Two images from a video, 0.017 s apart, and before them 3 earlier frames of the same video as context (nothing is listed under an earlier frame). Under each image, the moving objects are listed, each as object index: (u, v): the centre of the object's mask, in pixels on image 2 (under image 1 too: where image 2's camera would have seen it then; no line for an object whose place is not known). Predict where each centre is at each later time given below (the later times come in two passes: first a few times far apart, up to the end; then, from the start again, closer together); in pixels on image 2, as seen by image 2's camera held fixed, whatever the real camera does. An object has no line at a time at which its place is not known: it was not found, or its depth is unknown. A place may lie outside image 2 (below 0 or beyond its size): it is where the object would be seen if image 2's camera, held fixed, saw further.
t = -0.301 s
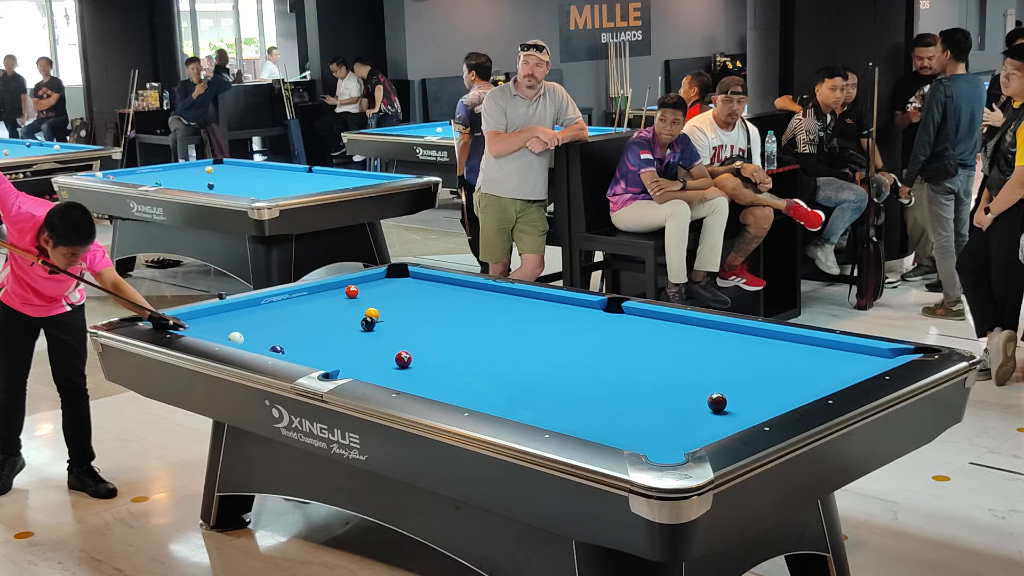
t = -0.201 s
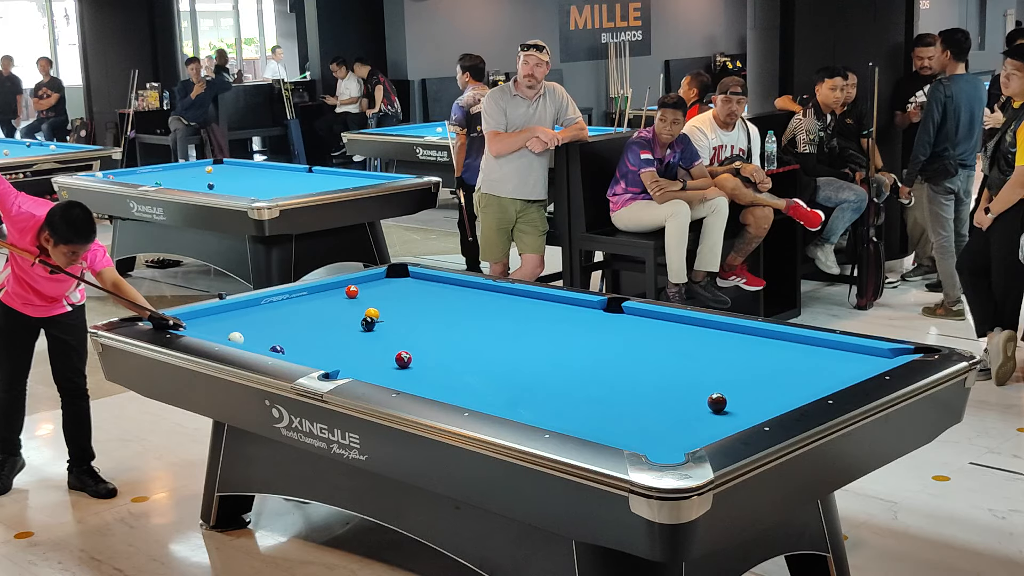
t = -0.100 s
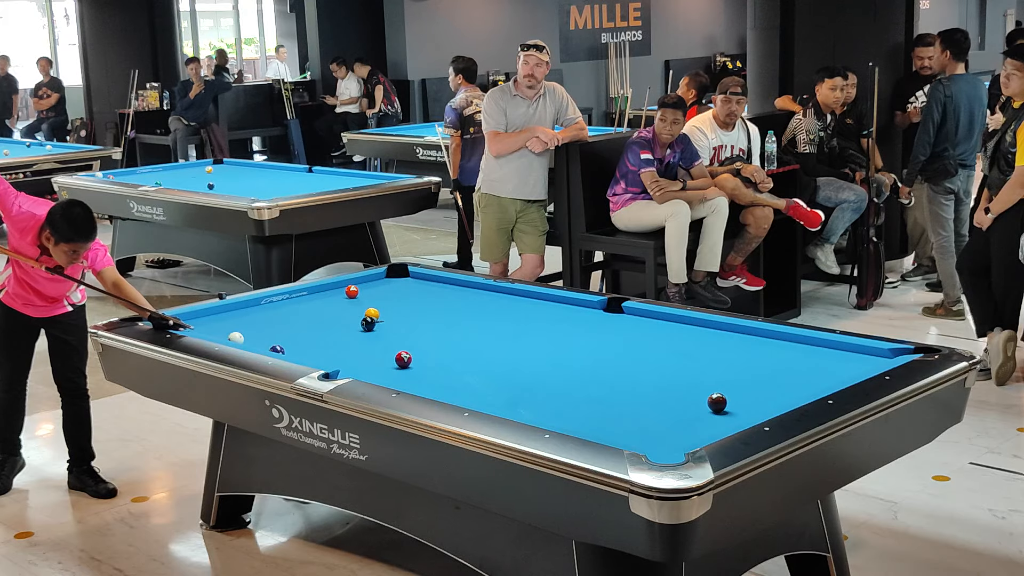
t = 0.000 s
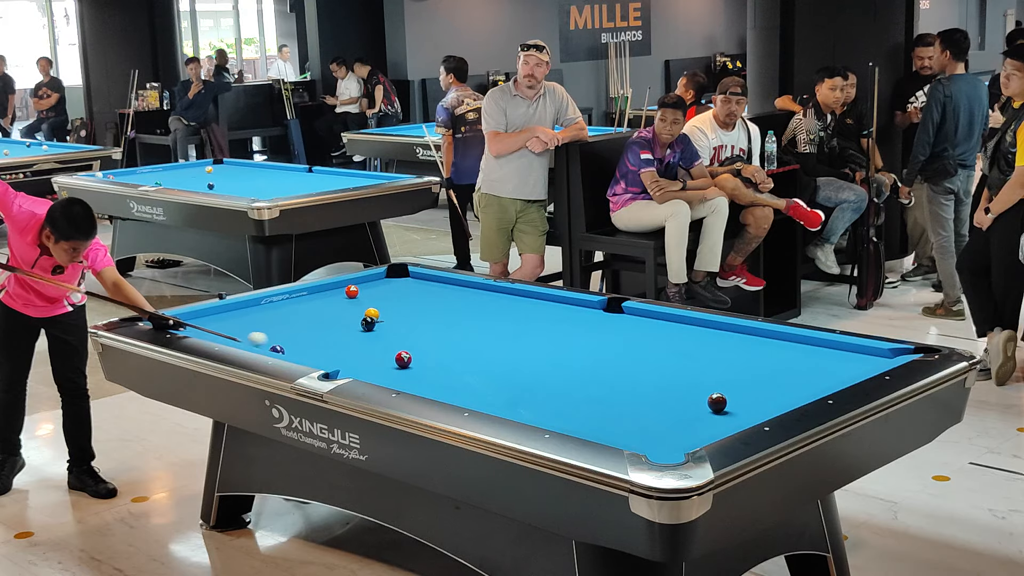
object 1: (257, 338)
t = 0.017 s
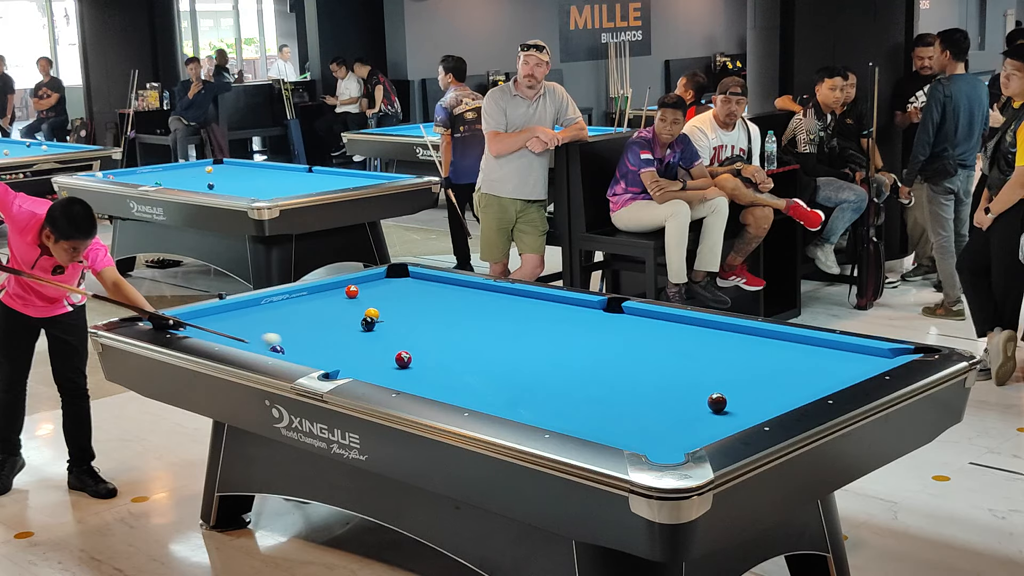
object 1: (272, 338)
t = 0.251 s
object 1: (439, 349)
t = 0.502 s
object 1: (529, 335)
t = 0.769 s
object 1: (610, 322)
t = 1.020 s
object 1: (643, 318)
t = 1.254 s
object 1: (621, 325)
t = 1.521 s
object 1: (596, 333)
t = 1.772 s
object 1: (574, 340)
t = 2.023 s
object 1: (551, 343)
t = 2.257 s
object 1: (534, 341)
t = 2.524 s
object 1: (515, 335)
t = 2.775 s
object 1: (500, 331)
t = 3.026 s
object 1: (486, 326)
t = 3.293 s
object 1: (473, 322)
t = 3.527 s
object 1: (463, 318)
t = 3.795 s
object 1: (452, 315)
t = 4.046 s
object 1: (443, 312)
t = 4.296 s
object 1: (435, 309)
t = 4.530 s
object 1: (427, 307)
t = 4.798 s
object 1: (420, 305)
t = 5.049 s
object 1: (415, 303)
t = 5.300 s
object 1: (410, 302)
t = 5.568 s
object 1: (406, 301)
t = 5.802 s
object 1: (402, 300)
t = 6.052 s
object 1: (399, 299)
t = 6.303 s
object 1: (397, 299)
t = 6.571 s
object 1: (395, 298)
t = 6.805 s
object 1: (395, 298)
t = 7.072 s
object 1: (395, 299)
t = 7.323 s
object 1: (396, 299)
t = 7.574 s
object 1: (396, 299)
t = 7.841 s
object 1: (396, 299)
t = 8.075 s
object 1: (396, 298)
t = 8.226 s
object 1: (397, 298)
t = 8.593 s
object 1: (396, 298)
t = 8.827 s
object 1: (396, 299)
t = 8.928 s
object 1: (396, 299)
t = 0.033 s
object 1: (286, 340)
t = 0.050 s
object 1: (300, 343)
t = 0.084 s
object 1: (329, 346)
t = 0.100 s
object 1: (343, 349)
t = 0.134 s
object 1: (372, 351)
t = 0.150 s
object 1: (386, 353)
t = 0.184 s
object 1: (407, 350)
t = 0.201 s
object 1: (416, 351)
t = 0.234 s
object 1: (432, 350)
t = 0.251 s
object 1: (439, 349)
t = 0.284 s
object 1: (454, 347)
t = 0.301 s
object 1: (460, 346)
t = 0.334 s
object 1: (473, 344)
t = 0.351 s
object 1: (479, 343)
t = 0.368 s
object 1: (485, 342)
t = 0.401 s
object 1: (496, 340)
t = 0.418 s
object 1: (502, 340)
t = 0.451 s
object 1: (513, 338)
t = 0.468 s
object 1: (518, 337)
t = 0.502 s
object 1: (529, 335)
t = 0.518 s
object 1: (534, 334)
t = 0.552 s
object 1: (544, 333)
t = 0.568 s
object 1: (550, 332)
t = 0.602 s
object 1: (560, 330)
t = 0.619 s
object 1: (565, 329)
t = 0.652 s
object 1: (575, 328)
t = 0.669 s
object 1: (580, 327)
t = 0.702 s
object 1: (590, 325)
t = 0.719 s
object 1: (595, 324)
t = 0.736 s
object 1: (600, 323)
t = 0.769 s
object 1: (610, 322)
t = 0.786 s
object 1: (615, 321)
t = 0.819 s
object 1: (624, 320)
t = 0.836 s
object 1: (629, 319)
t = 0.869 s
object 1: (639, 317)
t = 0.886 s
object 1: (643, 316)
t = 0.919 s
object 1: (653, 315)
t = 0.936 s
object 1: (652, 315)
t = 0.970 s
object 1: (648, 317)
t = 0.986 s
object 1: (646, 317)
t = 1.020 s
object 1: (643, 318)
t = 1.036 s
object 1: (641, 319)
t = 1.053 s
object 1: (639, 319)
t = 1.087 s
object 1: (636, 320)
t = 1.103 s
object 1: (635, 321)
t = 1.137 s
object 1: (632, 322)
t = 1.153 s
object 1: (630, 322)
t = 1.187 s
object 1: (627, 323)
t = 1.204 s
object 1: (625, 324)
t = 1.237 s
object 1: (622, 325)
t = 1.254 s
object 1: (621, 325)
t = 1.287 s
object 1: (618, 326)
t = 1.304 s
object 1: (616, 327)
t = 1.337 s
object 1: (613, 328)
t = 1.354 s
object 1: (611, 328)
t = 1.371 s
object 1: (610, 329)
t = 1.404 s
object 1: (607, 330)
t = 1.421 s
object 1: (605, 330)
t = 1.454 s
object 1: (602, 331)
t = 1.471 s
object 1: (601, 332)
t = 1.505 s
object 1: (597, 333)
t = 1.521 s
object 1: (596, 333)
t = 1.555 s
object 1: (593, 334)
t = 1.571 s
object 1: (592, 335)
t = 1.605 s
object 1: (589, 335)
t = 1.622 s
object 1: (587, 336)
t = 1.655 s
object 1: (584, 337)
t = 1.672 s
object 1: (582, 338)
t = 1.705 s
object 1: (579, 338)
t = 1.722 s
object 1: (578, 339)
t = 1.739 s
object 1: (577, 339)
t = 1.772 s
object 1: (574, 340)
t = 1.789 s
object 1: (572, 341)
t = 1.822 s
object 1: (569, 342)
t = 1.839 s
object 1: (567, 342)
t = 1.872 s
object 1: (564, 343)
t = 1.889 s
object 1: (563, 344)
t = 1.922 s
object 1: (560, 344)
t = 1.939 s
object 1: (559, 344)
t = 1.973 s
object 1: (555, 343)
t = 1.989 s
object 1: (554, 343)
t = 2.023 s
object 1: (551, 343)
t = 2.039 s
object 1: (549, 343)
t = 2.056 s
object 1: (548, 343)
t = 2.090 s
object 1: (546, 343)
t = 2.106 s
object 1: (545, 342)
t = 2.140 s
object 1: (543, 342)
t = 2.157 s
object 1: (541, 342)
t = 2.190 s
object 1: (539, 341)
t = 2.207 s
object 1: (538, 341)
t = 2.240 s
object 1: (535, 341)
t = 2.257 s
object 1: (534, 341)
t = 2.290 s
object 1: (531, 340)
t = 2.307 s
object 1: (530, 340)
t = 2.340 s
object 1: (527, 339)
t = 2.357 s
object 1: (526, 339)
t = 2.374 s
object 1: (525, 339)
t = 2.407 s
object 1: (522, 338)
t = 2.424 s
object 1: (521, 338)
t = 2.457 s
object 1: (519, 337)
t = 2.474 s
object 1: (518, 336)
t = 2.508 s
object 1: (516, 336)
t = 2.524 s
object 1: (515, 335)
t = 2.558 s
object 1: (513, 335)
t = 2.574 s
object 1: (512, 334)
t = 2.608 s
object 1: (510, 334)
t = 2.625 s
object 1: (509, 334)
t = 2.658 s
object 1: (507, 333)
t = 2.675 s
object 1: (506, 333)
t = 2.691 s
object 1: (505, 332)
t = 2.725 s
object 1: (503, 332)
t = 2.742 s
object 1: (502, 331)
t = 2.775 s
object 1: (500, 331)
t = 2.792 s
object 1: (499, 330)
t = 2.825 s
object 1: (497, 330)
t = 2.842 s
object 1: (496, 329)
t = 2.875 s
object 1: (494, 329)
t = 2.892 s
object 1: (494, 328)
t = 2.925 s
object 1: (492, 328)
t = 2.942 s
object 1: (491, 327)
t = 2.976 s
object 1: (489, 327)
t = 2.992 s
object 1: (488, 327)
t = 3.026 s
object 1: (486, 326)
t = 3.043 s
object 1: (486, 326)
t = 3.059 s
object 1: (485, 325)
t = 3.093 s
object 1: (483, 325)
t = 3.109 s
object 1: (482, 325)
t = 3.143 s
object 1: (481, 324)
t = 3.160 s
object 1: (480, 324)
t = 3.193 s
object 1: (478, 323)
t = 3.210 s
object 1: (477, 323)
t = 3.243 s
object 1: (476, 323)
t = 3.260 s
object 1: (475, 322)
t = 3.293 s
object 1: (473, 322)
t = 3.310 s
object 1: (472, 322)
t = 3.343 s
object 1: (471, 321)
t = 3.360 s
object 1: (470, 321)
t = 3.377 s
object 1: (469, 321)
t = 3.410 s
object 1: (468, 320)
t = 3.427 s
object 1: (467, 320)
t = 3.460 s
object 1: (466, 319)
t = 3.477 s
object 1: (465, 319)
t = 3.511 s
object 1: (464, 319)
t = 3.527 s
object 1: (463, 318)
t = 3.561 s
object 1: (461, 318)
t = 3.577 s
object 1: (461, 318)
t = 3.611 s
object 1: (459, 317)
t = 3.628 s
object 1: (459, 317)
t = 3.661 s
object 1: (457, 317)
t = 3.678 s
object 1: (457, 317)
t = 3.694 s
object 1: (456, 316)
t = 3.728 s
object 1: (455, 316)
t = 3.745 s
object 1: (454, 316)
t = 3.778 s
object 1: (453, 315)
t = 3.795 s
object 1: (452, 315)
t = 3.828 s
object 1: (451, 315)
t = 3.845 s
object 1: (450, 314)
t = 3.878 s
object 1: (449, 314)
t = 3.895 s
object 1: (448, 314)
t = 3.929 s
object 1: (447, 313)
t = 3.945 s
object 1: (446, 313)
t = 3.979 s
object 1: (445, 313)
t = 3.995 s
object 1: (444, 313)
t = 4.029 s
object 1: (443, 312)
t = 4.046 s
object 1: (443, 312)
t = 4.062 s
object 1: (442, 312)
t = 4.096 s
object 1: (441, 311)
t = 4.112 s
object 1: (441, 311)
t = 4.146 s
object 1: (440, 311)
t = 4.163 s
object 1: (439, 311)
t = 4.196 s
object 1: (438, 310)
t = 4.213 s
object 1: (437, 310)
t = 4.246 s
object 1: (436, 310)
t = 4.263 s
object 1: (435, 310)
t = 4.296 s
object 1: (435, 309)
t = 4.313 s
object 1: (434, 309)
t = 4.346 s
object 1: (433, 309)
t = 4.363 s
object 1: (433, 309)
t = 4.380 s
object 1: (432, 309)
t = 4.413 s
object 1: (431, 308)
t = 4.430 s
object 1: (430, 308)
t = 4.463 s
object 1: (430, 308)
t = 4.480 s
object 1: (429, 308)
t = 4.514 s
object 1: (428, 308)
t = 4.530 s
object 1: (427, 307)
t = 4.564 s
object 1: (427, 307)
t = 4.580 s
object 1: (426, 307)
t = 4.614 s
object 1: (425, 307)
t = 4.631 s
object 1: (425, 307)
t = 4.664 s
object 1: (424, 306)
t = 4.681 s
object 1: (423, 306)
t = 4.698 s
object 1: (423, 306)
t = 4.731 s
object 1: (422, 306)
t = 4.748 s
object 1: (422, 306)
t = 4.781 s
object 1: (421, 305)
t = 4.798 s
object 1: (420, 305)
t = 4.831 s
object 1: (420, 305)
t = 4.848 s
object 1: (419, 305)
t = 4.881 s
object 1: (418, 305)
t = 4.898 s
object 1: (418, 305)
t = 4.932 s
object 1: (417, 304)
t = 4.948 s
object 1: (417, 304)
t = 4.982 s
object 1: (416, 304)
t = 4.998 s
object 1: (416, 304)
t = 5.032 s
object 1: (415, 304)
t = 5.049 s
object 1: (415, 303)
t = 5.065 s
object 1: (415, 303)
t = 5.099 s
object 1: (414, 303)
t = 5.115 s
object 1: (413, 303)
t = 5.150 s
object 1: (413, 303)
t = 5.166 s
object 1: (412, 303)
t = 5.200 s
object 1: (411, 303)
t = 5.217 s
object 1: (411, 303)
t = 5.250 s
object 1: (411, 302)
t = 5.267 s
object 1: (410, 302)
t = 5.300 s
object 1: (410, 302)
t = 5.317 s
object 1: (409, 302)
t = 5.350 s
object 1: (409, 302)
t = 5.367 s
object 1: (409, 302)
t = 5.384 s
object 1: (408, 302)
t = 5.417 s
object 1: (408, 302)
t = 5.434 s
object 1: (408, 301)
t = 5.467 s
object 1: (407, 301)
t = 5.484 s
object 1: (407, 301)
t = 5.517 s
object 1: (406, 301)
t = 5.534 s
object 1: (406, 301)
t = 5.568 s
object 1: (406, 301)
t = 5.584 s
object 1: (405, 301)
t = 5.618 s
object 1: (405, 300)
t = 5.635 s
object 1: (404, 300)
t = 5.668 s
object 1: (404, 300)
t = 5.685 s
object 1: (404, 300)
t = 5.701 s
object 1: (404, 300)
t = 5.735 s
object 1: (403, 300)
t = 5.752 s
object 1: (402, 300)
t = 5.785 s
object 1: (402, 300)
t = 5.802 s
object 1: (402, 300)
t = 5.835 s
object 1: (401, 300)
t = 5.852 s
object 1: (401, 300)
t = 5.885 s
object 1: (401, 300)
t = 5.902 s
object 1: (401, 300)
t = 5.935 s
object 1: (400, 299)
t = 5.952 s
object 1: (400, 299)
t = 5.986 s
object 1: (400, 299)
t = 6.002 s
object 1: (399, 299)
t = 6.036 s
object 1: (399, 299)
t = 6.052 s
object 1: (399, 299)
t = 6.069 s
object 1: (399, 299)
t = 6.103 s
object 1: (398, 299)
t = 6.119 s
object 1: (398, 299)
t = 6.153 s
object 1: (398, 299)
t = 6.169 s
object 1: (398, 299)
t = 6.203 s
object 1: (397, 299)
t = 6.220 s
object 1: (397, 299)
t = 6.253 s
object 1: (397, 299)
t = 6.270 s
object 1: (397, 299)
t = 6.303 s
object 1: (397, 299)
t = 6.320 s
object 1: (396, 299)
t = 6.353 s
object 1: (396, 299)
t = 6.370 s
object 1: (396, 299)
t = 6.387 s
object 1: (396, 299)
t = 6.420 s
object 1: (396, 299)
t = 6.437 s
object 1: (396, 299)
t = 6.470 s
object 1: (396, 299)
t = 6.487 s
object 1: (396, 299)
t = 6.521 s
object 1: (396, 298)
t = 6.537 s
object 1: (396, 298)
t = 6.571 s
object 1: (395, 298)
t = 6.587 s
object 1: (395, 298)
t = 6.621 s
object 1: (395, 298)
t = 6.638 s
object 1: (395, 298)
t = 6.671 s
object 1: (395, 298)
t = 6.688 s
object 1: (395, 298)
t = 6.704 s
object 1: (395, 298)
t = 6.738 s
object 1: (395, 298)
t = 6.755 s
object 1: (395, 298)
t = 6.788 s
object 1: (395, 298)
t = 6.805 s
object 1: (395, 298)
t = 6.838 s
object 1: (395, 298)
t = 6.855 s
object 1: (395, 298)
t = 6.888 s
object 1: (396, 298)
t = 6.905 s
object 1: (396, 298)
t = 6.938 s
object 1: (395, 298)
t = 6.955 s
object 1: (395, 298)
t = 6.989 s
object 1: (395, 299)
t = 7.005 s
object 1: (396, 299)
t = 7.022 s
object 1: (395, 299)
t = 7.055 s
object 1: (395, 299)
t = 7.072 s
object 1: (395, 299)
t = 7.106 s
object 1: (396, 299)
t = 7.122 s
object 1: (396, 299)
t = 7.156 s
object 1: (396, 299)
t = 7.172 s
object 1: (396, 299)
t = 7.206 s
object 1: (396, 299)
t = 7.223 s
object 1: (396, 299)
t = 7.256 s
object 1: (396, 299)
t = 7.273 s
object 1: (396, 299)
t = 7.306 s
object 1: (396, 299)
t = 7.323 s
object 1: (396, 299)
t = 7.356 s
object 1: (396, 299)
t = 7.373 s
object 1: (396, 299)
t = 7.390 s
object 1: (396, 299)
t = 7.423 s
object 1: (396, 299)
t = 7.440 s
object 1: (396, 299)
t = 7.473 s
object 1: (396, 299)
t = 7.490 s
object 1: (396, 299)
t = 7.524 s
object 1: (396, 299)
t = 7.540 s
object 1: (396, 299)
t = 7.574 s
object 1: (396, 299)
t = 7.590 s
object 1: (396, 299)
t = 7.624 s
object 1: (396, 299)
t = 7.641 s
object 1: (396, 299)
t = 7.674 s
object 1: (396, 299)
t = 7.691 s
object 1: (396, 299)
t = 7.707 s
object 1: (396, 299)
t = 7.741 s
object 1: (396, 299)
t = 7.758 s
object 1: (396, 299)
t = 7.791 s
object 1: (396, 299)
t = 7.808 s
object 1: (396, 299)
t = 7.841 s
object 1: (396, 299)
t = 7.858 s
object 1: (395, 298)
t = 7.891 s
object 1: (396, 299)
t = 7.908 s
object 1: (396, 299)
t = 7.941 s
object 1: (396, 299)
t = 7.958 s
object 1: (396, 298)
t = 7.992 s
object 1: (396, 299)
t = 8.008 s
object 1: (396, 299)
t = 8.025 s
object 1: (396, 299)
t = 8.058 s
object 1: (396, 299)
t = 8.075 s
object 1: (396, 298)
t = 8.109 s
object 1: (396, 299)
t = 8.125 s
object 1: (396, 298)
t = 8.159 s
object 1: (396, 298)
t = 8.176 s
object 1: (396, 298)
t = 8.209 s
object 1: (396, 298)
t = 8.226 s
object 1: (397, 298)
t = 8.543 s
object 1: (396, 298)
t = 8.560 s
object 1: (396, 298)
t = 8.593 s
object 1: (396, 298)
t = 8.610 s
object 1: (396, 298)
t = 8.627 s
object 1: (396, 298)
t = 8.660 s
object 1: (396, 299)
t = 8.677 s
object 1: (396, 299)
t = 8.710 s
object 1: (396, 299)
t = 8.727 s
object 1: (396, 298)
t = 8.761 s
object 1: (396, 298)
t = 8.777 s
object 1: (396, 298)
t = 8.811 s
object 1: (396, 299)
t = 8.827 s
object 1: (396, 299)
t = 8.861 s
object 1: (396, 299)
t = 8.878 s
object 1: (396, 299)
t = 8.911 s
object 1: (396, 298)
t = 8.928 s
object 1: (396, 299)
